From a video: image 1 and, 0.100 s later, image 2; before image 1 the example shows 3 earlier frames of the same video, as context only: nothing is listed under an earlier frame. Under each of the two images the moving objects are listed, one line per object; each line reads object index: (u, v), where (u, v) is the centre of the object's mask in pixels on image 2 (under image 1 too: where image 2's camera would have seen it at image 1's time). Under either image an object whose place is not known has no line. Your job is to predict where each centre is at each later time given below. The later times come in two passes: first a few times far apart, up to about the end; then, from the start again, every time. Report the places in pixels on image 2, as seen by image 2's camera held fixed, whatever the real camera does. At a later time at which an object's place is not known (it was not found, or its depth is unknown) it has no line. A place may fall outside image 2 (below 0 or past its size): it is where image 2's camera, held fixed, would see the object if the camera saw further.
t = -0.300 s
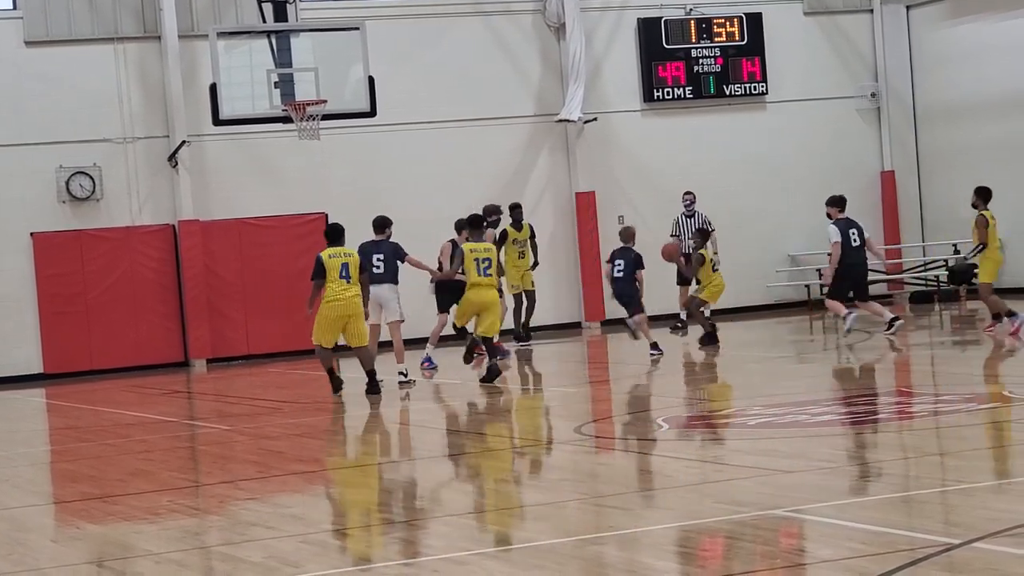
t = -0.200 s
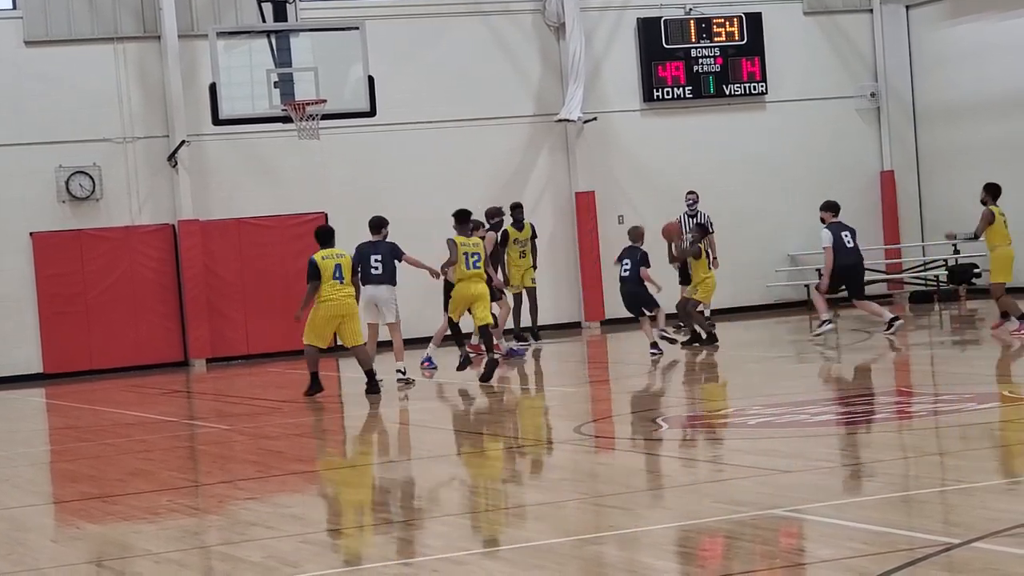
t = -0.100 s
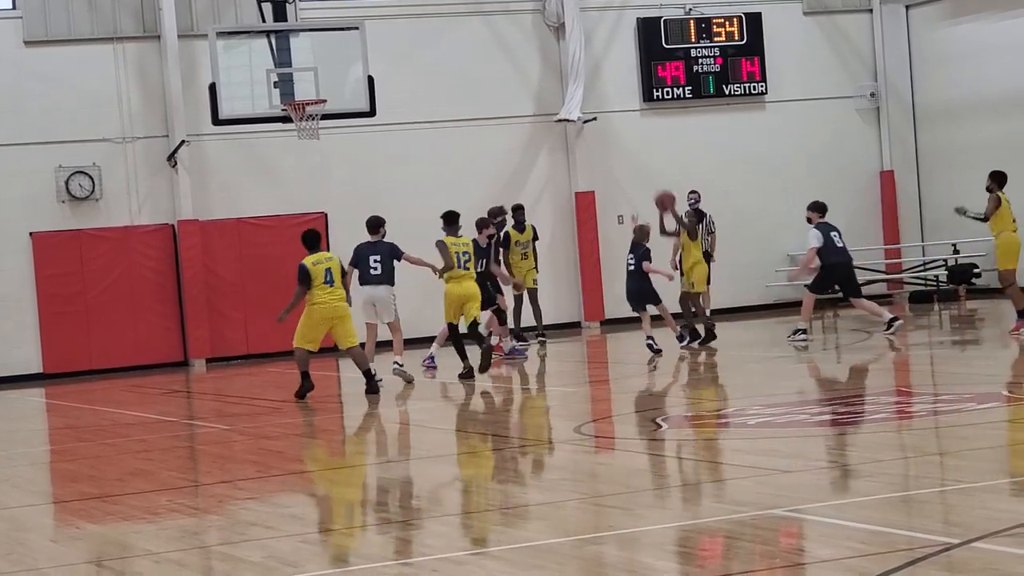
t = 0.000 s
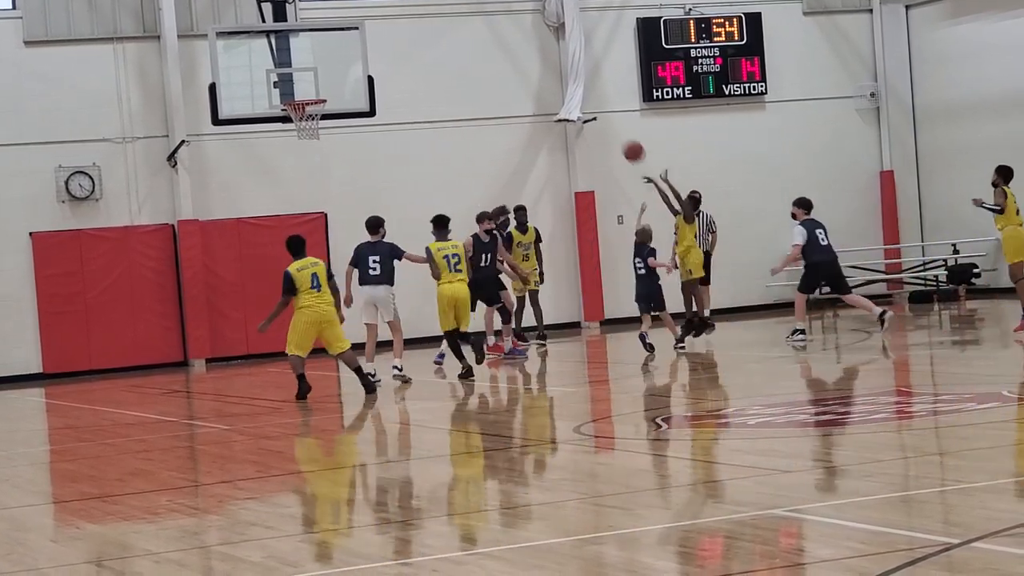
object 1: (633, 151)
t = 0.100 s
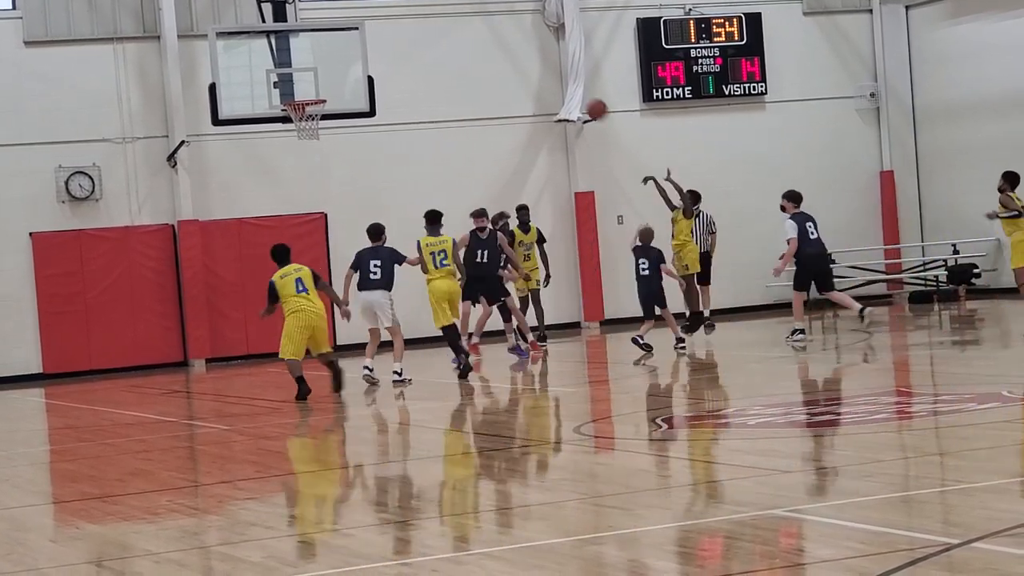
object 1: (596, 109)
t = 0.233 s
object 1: (549, 66)
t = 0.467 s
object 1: (470, 30)
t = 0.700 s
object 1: (396, 41)
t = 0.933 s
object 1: (332, 94)
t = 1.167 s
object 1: (395, 86)
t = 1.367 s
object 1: (452, 116)
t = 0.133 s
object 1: (585, 97)
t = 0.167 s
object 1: (572, 86)
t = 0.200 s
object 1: (560, 75)
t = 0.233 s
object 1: (549, 66)
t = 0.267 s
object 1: (537, 59)
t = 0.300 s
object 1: (526, 52)
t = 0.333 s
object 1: (514, 45)
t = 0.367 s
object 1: (503, 40)
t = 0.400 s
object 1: (492, 36)
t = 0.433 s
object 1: (481, 33)
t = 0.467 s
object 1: (470, 30)
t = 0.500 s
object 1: (459, 29)
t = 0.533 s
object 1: (449, 29)
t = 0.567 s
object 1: (438, 29)
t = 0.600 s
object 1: (427, 31)
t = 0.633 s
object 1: (417, 33)
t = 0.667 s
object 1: (407, 37)
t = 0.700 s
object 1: (396, 41)
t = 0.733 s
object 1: (386, 47)
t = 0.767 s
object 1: (376, 53)
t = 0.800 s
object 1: (366, 60)
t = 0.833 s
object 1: (357, 68)
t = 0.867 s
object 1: (347, 77)
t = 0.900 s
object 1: (338, 87)
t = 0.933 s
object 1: (332, 94)
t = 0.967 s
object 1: (341, 90)
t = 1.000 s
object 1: (350, 88)
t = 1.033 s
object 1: (358, 86)
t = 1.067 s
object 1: (367, 84)
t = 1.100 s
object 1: (377, 84)
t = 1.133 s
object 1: (386, 85)
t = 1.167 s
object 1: (395, 86)
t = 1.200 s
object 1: (404, 89)
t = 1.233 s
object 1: (414, 92)
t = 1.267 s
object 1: (423, 97)
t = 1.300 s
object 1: (433, 102)
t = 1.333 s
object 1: (442, 109)
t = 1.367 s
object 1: (452, 116)
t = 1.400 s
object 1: (462, 125)
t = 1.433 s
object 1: (472, 134)
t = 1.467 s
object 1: (482, 144)
